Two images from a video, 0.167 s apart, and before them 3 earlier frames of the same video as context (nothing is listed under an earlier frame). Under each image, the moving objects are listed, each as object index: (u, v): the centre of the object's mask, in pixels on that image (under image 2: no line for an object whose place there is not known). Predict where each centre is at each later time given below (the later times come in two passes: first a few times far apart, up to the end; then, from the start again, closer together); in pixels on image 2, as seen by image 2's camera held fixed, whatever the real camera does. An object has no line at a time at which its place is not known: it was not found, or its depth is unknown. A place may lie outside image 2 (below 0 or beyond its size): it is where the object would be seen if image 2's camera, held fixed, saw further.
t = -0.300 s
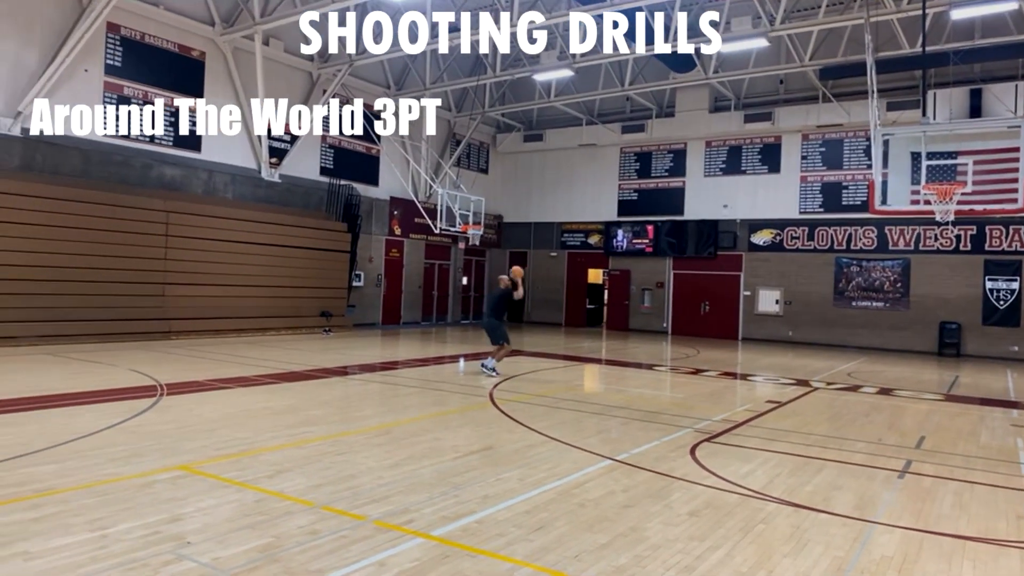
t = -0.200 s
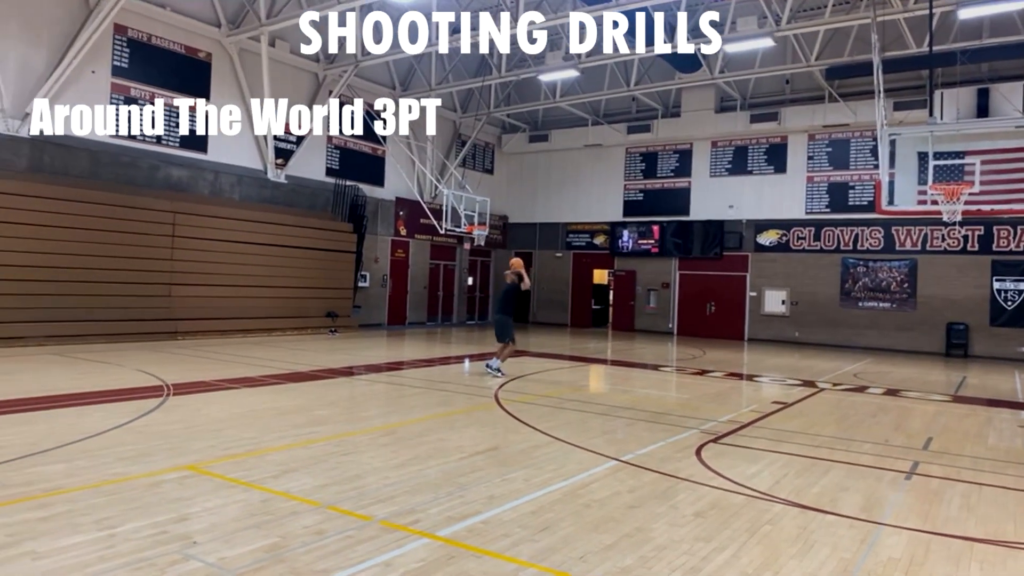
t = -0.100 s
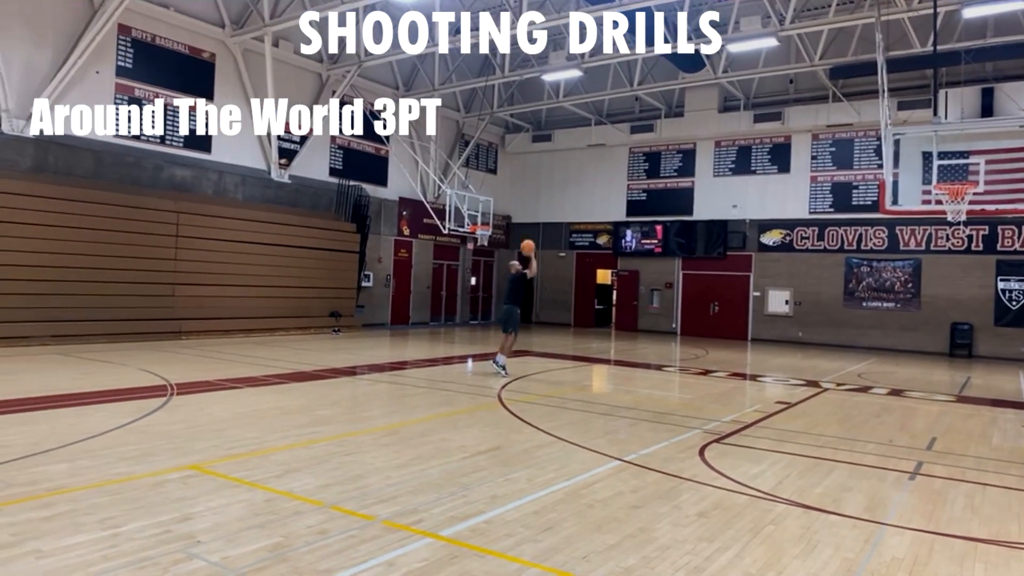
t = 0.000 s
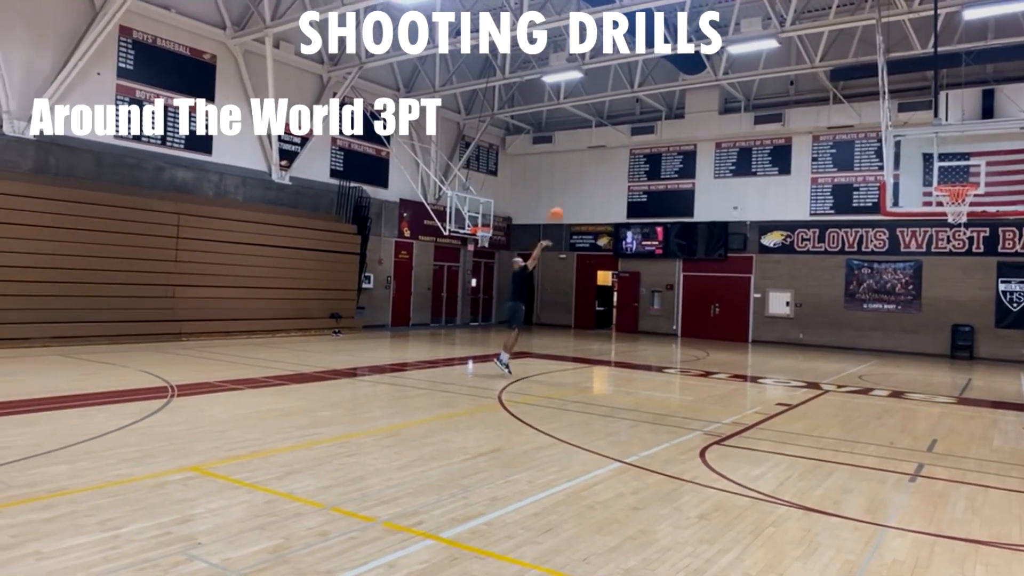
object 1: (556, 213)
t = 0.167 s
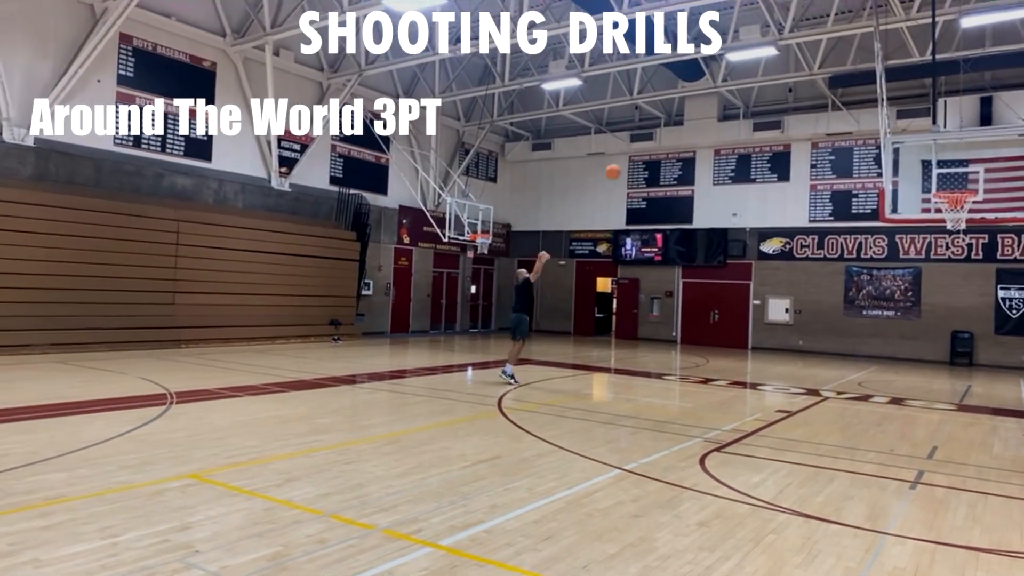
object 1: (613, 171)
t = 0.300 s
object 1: (660, 142)
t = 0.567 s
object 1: (755, 113)
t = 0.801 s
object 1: (843, 126)
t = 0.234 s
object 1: (636, 156)
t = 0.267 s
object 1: (649, 147)
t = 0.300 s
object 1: (660, 142)
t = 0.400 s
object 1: (695, 126)
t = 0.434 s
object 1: (708, 122)
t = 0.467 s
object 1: (719, 119)
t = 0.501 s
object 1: (732, 117)
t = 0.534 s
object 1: (743, 114)
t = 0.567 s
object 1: (755, 113)
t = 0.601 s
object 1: (766, 112)
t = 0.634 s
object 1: (780, 113)
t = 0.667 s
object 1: (792, 114)
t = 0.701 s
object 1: (805, 117)
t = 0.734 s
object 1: (817, 118)
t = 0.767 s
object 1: (830, 122)
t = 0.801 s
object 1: (843, 126)
